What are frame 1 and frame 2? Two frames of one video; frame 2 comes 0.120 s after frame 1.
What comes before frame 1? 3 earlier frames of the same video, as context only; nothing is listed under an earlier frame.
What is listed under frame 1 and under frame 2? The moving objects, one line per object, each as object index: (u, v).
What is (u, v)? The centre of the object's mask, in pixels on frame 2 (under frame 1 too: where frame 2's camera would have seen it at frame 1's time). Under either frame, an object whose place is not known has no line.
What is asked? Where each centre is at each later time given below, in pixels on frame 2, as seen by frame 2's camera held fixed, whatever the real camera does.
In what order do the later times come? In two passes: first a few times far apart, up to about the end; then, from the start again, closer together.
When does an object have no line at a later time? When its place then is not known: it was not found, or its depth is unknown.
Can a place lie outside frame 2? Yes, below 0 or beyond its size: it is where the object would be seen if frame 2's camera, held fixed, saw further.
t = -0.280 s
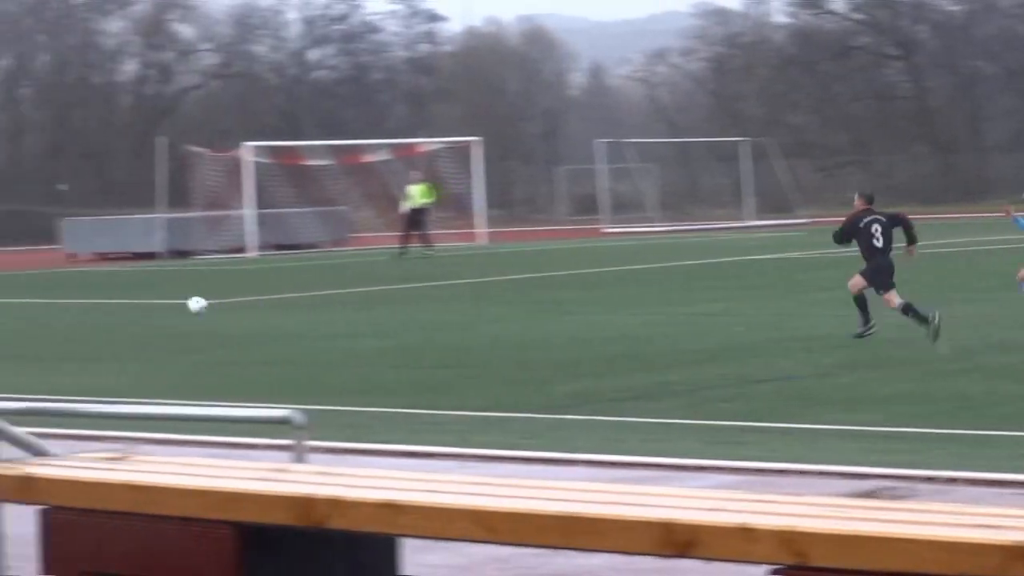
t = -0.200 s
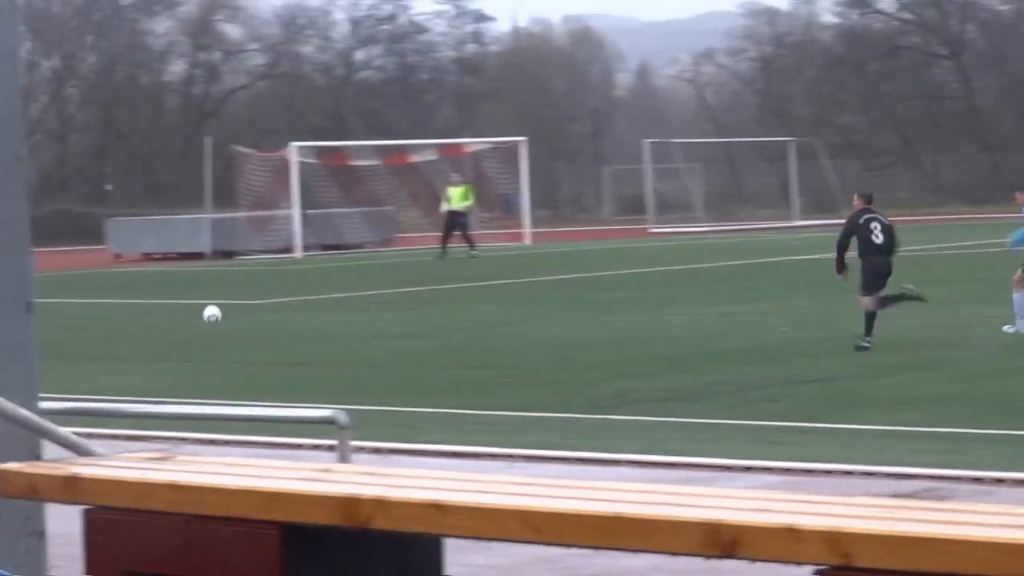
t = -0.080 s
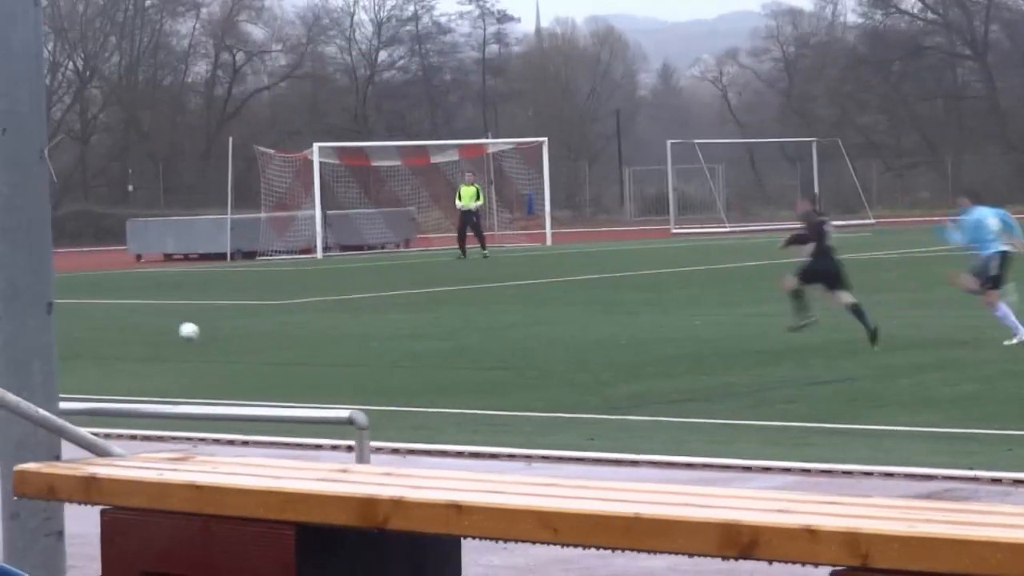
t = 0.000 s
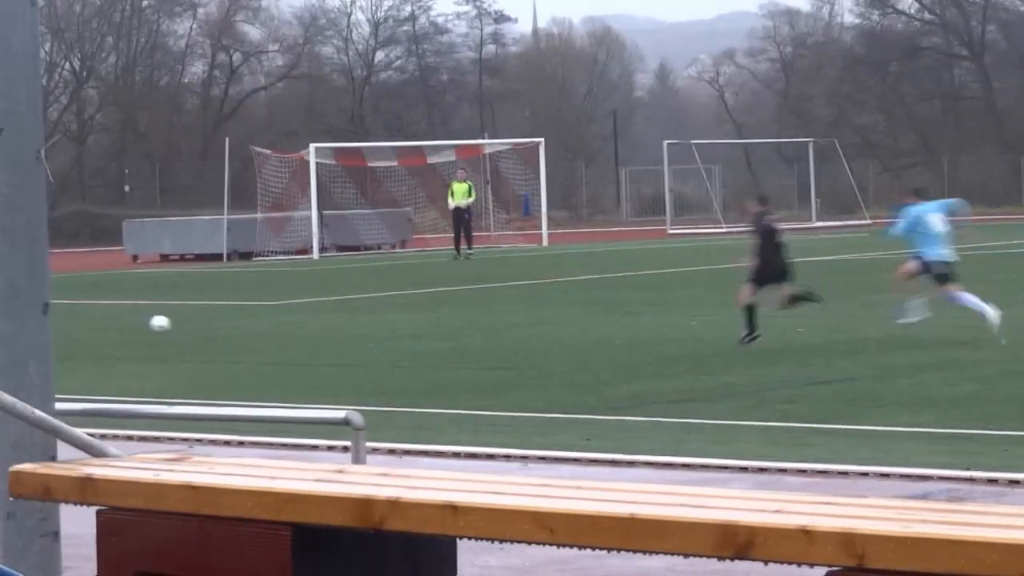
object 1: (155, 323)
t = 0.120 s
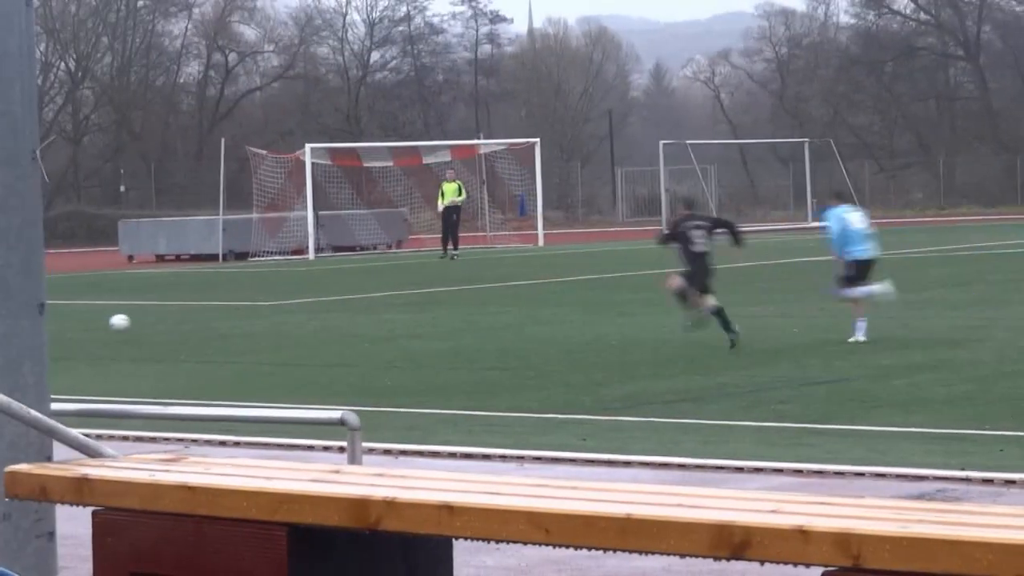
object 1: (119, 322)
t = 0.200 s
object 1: (97, 327)
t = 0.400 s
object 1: (51, 327)
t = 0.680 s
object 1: (-19, 329)
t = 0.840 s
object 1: (-49, 329)
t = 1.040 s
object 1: (-92, 326)
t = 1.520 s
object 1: (-191, 326)
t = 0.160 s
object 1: (108, 323)
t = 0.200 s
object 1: (97, 327)
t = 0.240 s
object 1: (85, 331)
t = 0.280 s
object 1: (75, 328)
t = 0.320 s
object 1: (65, 327)
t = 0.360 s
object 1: (56, 326)
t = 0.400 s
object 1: (51, 327)
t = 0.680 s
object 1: (-19, 329)
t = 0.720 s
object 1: (-24, 329)
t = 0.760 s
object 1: (-32, 329)
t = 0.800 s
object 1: (-41, 329)
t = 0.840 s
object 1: (-49, 329)
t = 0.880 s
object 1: (-58, 328)
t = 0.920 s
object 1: (-66, 328)
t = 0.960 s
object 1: (-74, 328)
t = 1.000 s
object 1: (-82, 328)
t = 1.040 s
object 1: (-92, 326)
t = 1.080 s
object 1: (-100, 326)
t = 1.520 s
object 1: (-191, 326)
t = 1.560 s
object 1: (-196, 326)
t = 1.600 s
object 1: (-201, 325)
